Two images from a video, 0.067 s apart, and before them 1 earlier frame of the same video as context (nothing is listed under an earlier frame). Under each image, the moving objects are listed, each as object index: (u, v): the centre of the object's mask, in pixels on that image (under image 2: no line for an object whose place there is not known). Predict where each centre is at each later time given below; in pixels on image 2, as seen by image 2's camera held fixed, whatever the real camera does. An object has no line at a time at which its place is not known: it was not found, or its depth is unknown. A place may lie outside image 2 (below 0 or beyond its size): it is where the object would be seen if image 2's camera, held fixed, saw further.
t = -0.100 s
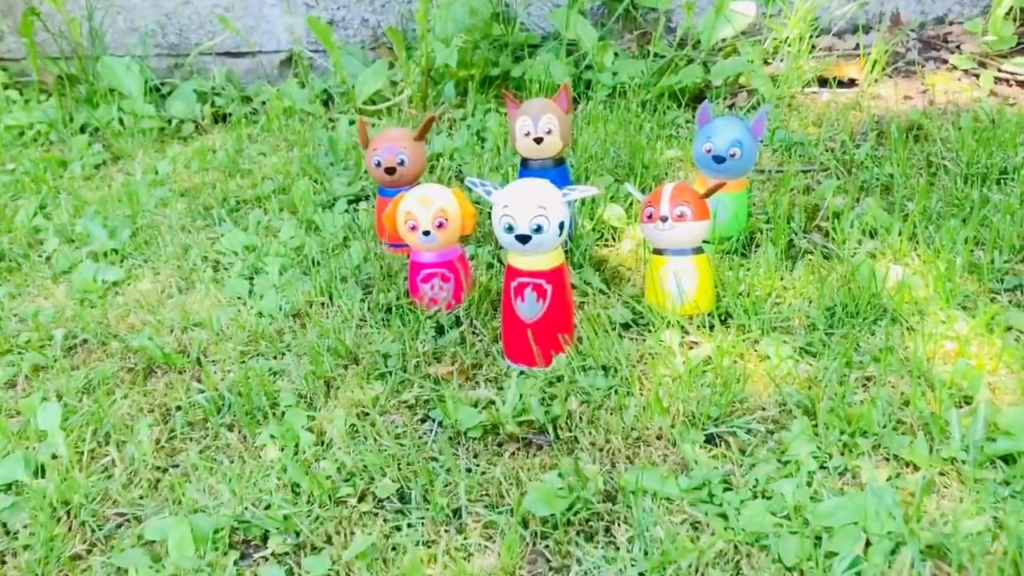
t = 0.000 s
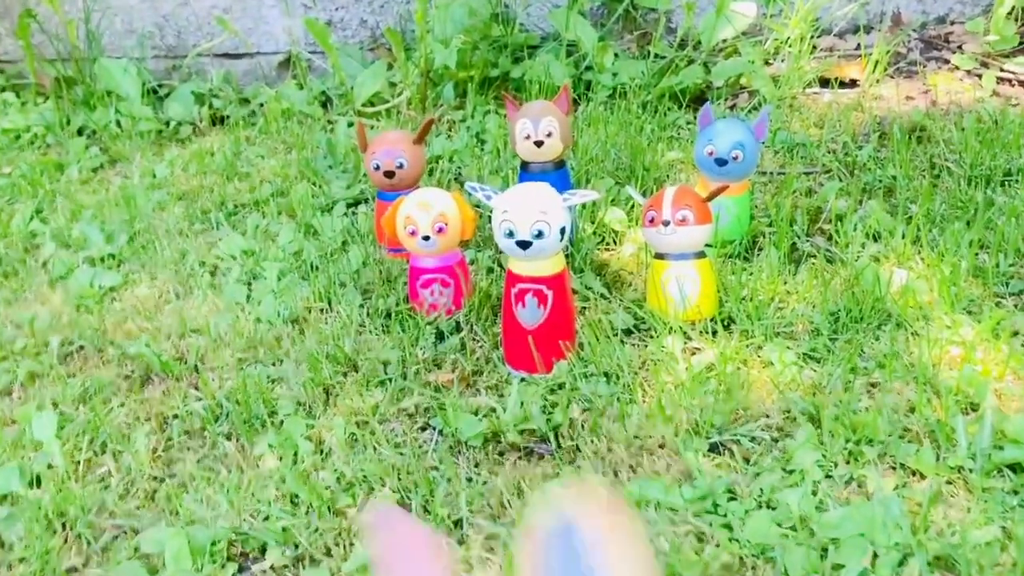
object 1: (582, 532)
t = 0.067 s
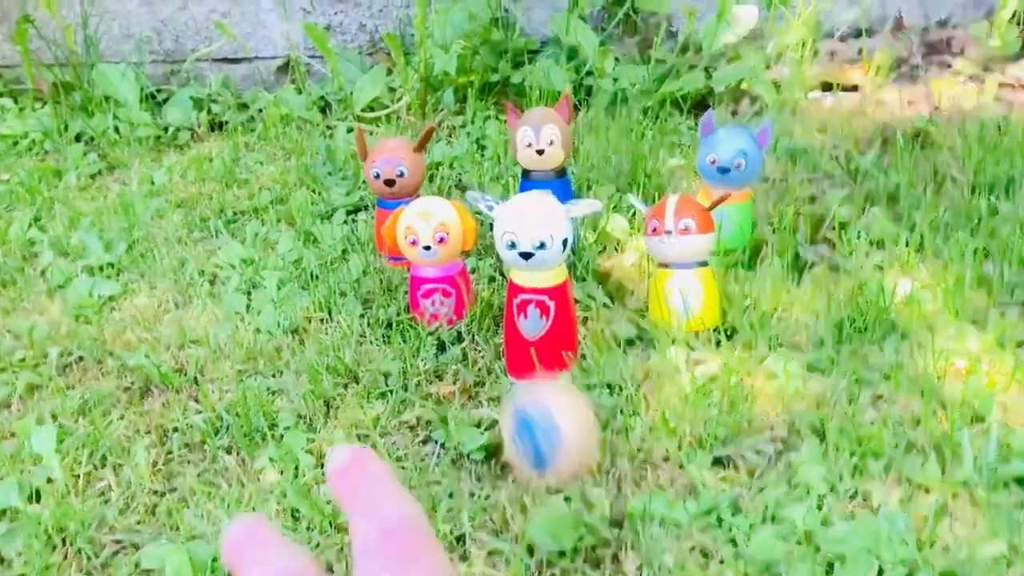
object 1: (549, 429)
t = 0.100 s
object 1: (529, 361)
